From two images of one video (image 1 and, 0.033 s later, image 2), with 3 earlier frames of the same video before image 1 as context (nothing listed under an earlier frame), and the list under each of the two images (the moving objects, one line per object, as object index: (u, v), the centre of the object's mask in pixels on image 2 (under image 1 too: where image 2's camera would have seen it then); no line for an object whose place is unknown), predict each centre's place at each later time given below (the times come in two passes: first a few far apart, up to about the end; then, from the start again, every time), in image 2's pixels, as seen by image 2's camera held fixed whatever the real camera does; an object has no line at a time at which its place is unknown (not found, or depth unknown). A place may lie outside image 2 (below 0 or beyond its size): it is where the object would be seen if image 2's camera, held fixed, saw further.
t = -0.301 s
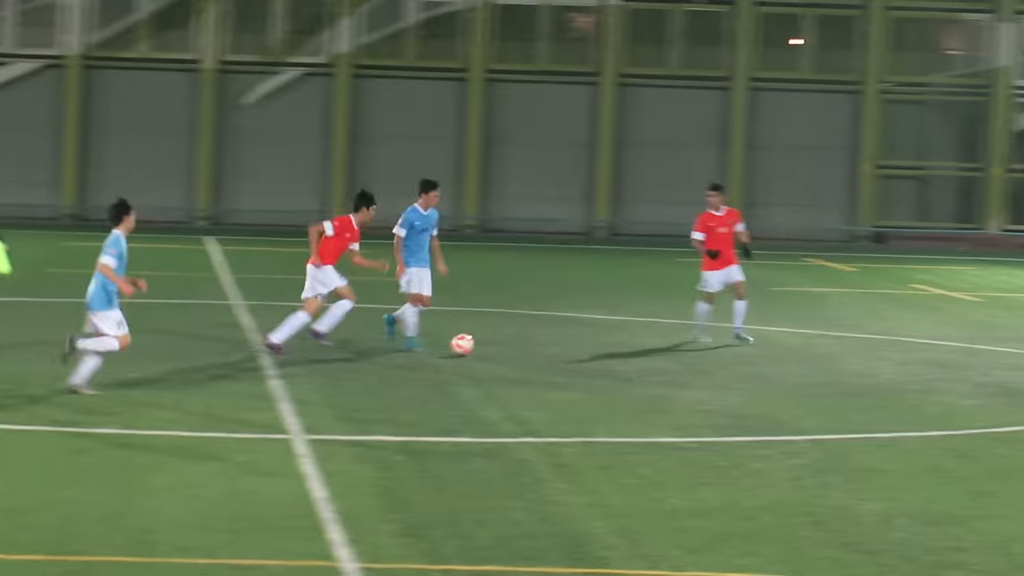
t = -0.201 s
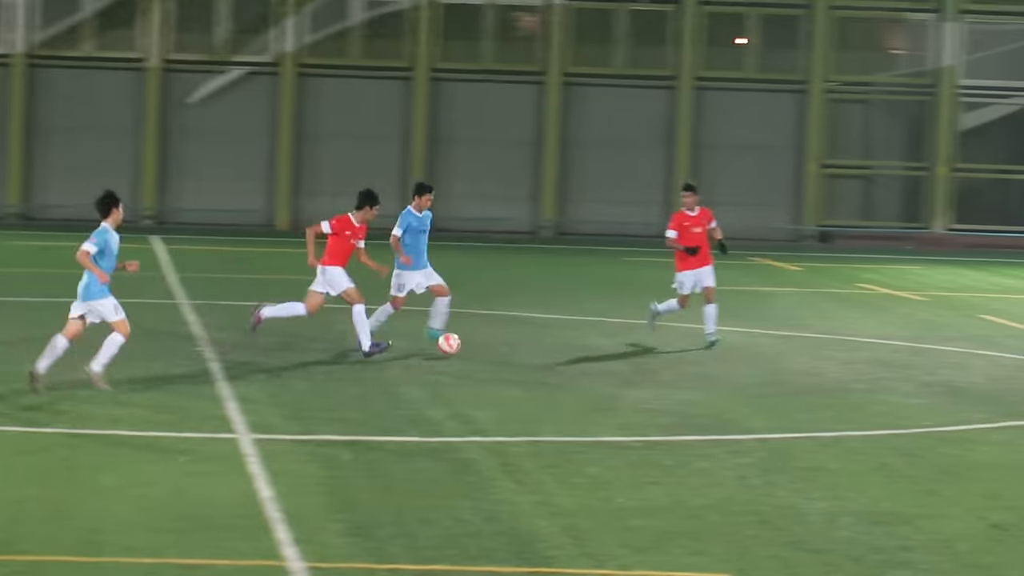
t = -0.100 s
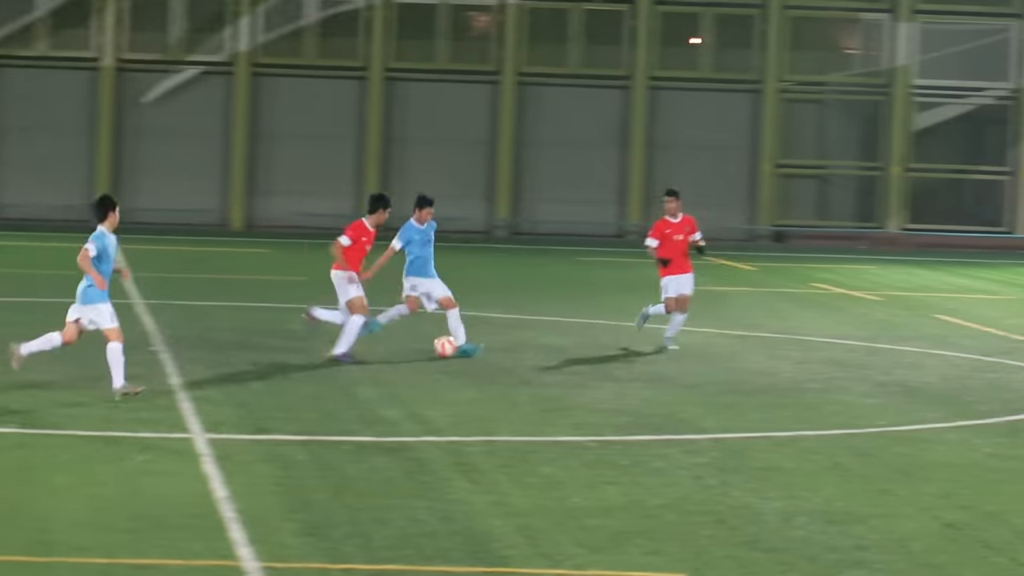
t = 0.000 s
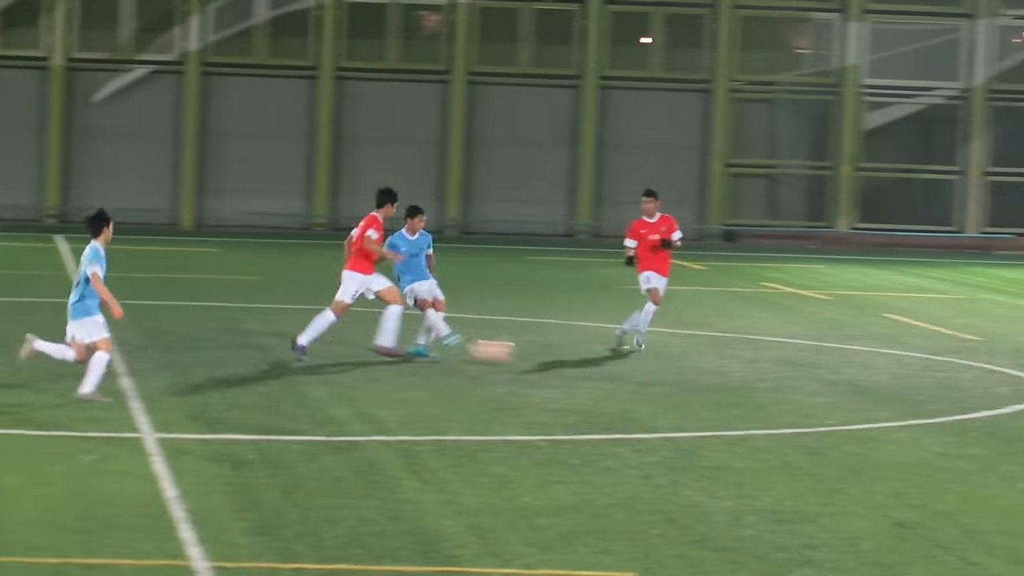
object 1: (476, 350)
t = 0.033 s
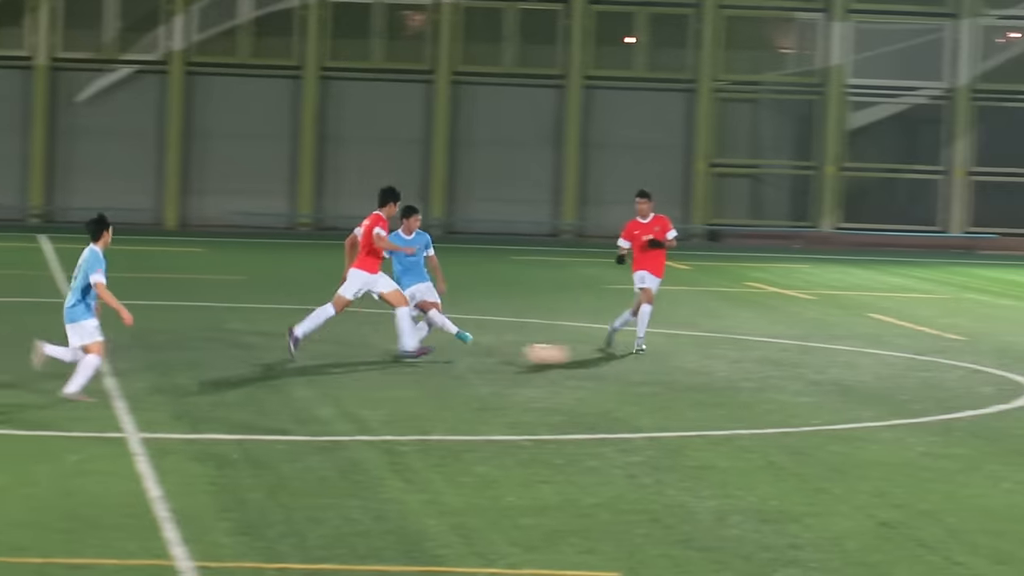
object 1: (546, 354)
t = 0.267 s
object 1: (1028, 377)
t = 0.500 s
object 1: (1503, 408)
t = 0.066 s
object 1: (615, 357)
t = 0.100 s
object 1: (685, 360)
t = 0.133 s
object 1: (756, 365)
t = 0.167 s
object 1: (824, 370)
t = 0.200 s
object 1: (893, 371)
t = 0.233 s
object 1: (960, 373)
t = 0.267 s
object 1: (1028, 377)
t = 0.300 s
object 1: (1090, 382)
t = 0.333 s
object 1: (1148, 384)
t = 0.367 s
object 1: (1213, 385)
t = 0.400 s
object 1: (1281, 386)
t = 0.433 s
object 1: (1355, 392)
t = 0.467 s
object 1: (1428, 401)
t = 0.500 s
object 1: (1503, 408)
